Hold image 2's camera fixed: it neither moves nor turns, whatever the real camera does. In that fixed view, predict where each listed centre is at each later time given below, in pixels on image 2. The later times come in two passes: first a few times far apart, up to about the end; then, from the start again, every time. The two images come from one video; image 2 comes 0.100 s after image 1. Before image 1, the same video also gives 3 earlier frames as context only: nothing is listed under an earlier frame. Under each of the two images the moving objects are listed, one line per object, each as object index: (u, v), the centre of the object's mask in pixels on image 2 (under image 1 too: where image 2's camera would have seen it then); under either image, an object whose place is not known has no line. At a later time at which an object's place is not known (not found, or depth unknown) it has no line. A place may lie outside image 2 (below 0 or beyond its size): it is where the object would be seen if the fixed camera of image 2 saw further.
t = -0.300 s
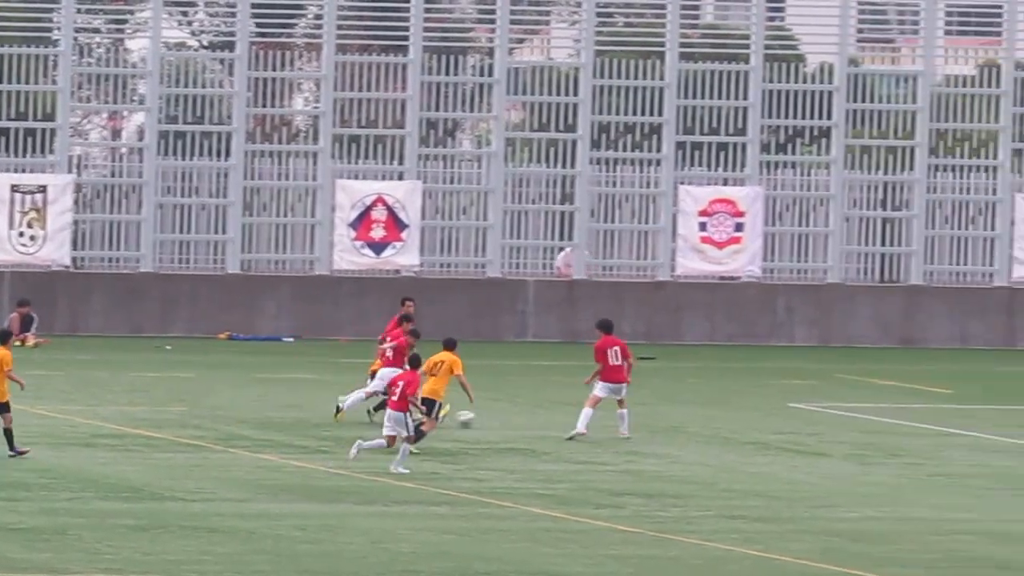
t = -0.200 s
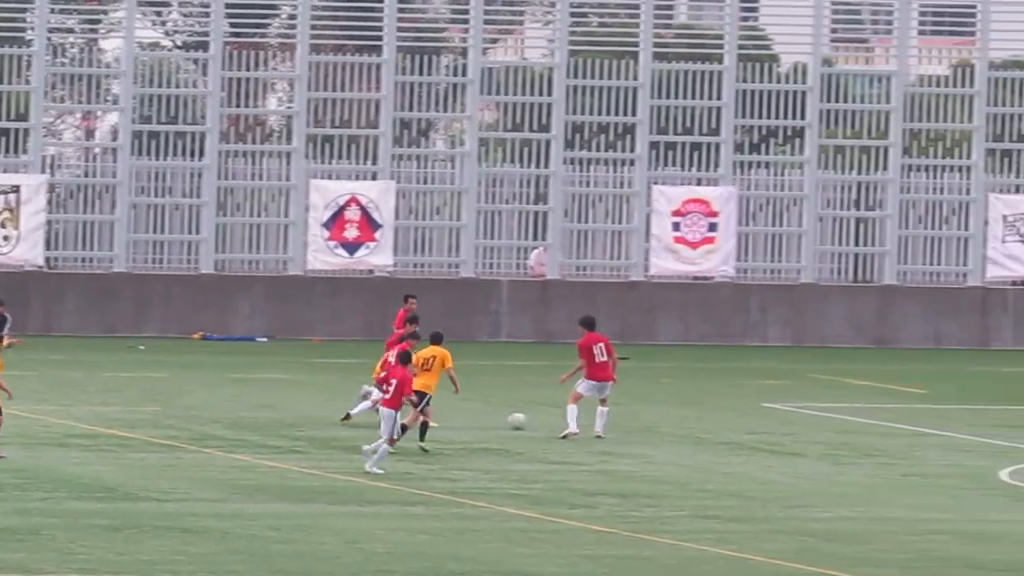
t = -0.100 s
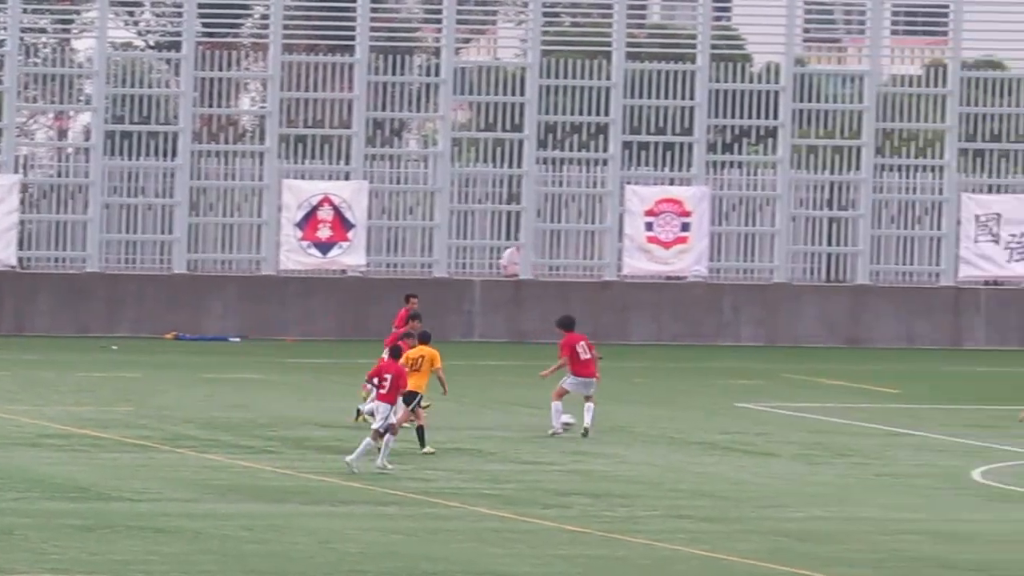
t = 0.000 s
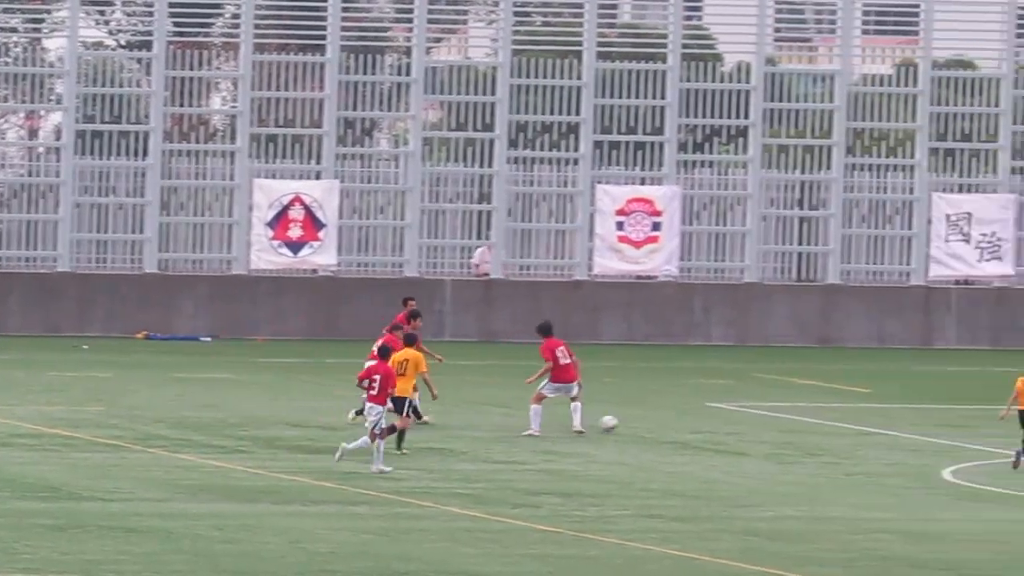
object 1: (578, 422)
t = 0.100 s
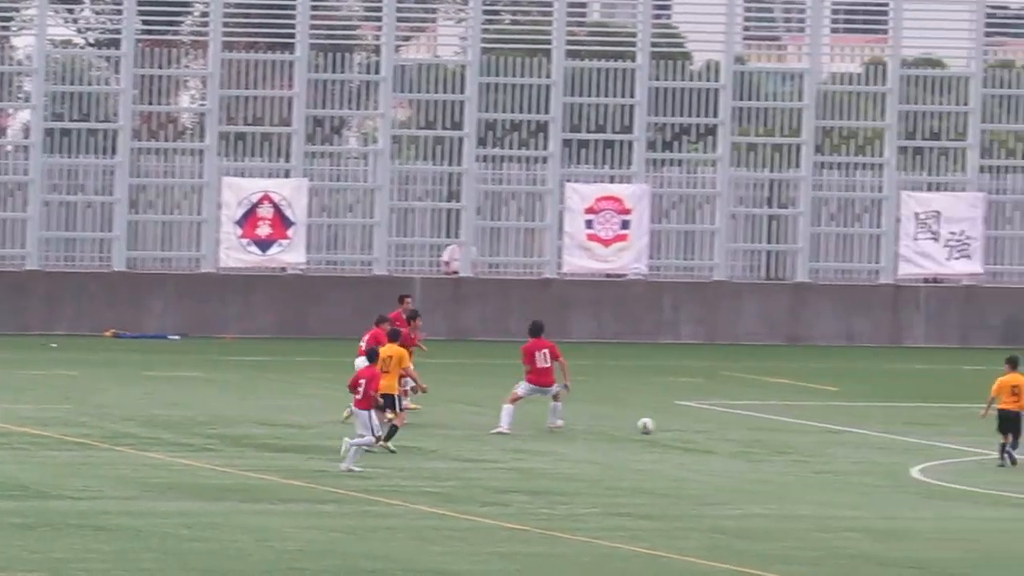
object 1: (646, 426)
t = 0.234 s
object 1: (731, 428)
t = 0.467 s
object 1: (871, 433)
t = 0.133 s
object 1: (667, 426)
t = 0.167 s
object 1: (689, 427)
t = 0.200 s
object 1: (710, 427)
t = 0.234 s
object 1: (731, 428)
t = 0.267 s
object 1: (753, 429)
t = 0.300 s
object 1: (773, 430)
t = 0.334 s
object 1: (792, 429)
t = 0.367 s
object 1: (813, 429)
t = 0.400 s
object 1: (832, 431)
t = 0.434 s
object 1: (852, 432)
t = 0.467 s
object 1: (871, 433)
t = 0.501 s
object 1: (890, 433)
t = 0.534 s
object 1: (908, 434)
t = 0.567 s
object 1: (927, 435)
